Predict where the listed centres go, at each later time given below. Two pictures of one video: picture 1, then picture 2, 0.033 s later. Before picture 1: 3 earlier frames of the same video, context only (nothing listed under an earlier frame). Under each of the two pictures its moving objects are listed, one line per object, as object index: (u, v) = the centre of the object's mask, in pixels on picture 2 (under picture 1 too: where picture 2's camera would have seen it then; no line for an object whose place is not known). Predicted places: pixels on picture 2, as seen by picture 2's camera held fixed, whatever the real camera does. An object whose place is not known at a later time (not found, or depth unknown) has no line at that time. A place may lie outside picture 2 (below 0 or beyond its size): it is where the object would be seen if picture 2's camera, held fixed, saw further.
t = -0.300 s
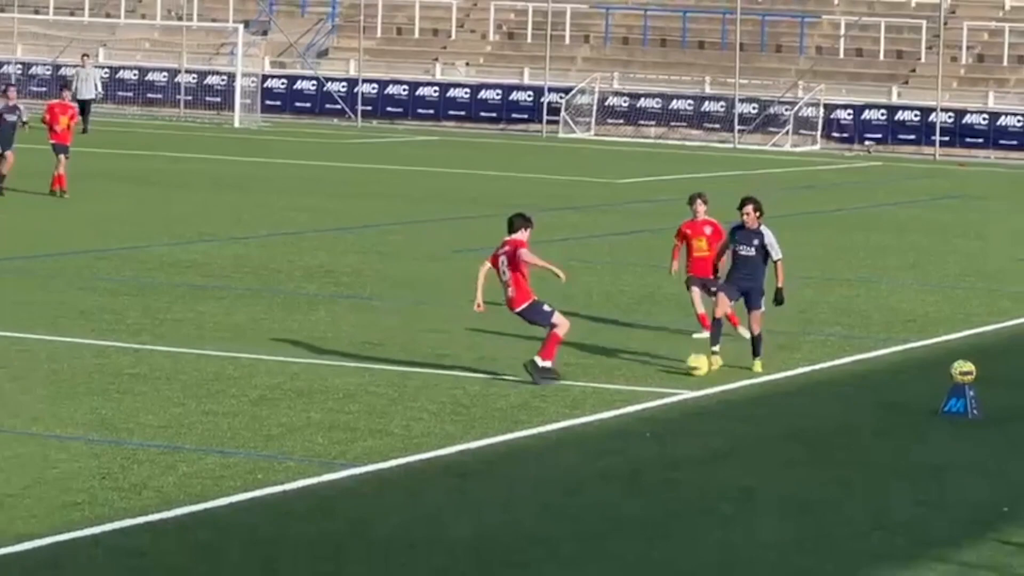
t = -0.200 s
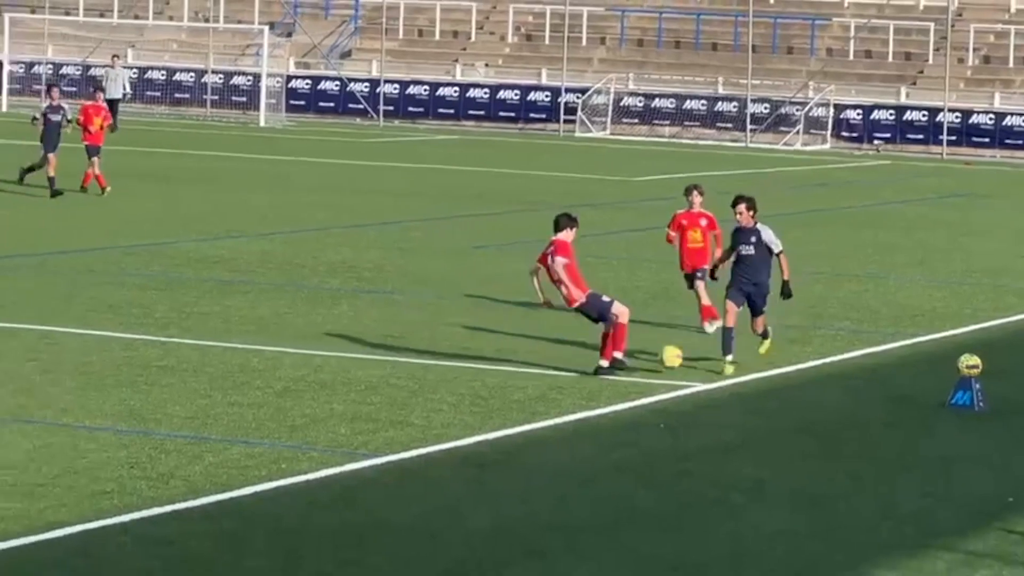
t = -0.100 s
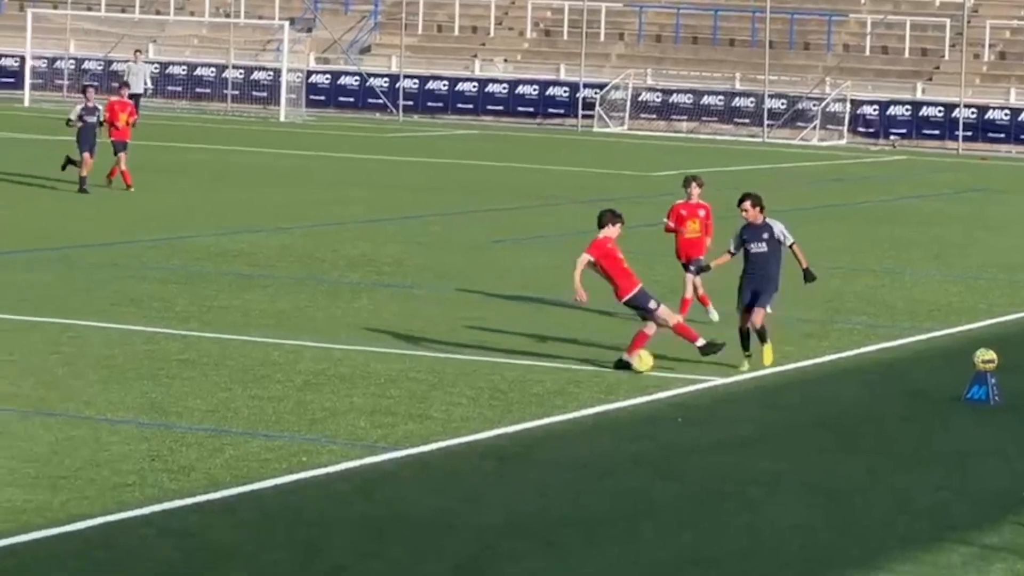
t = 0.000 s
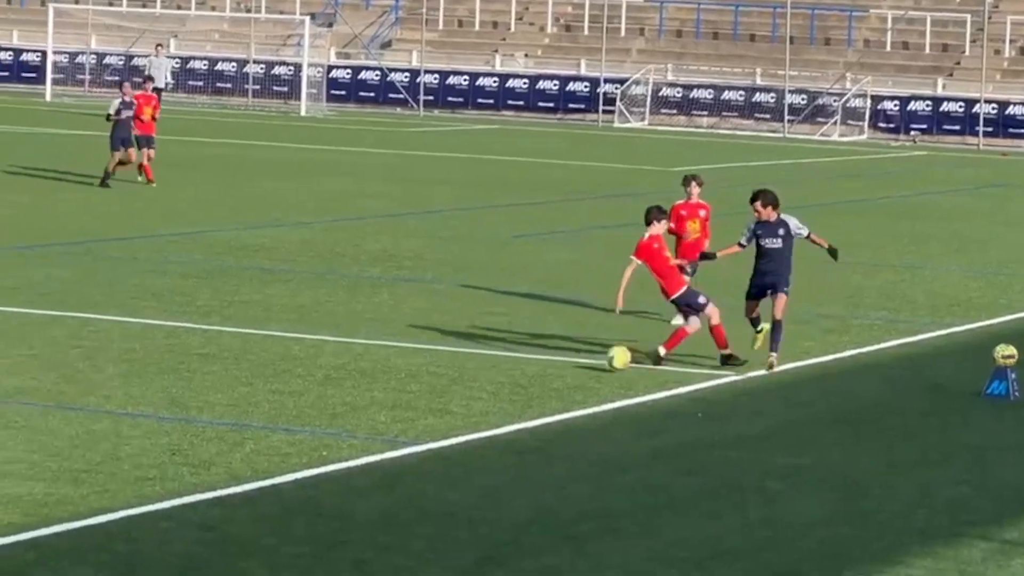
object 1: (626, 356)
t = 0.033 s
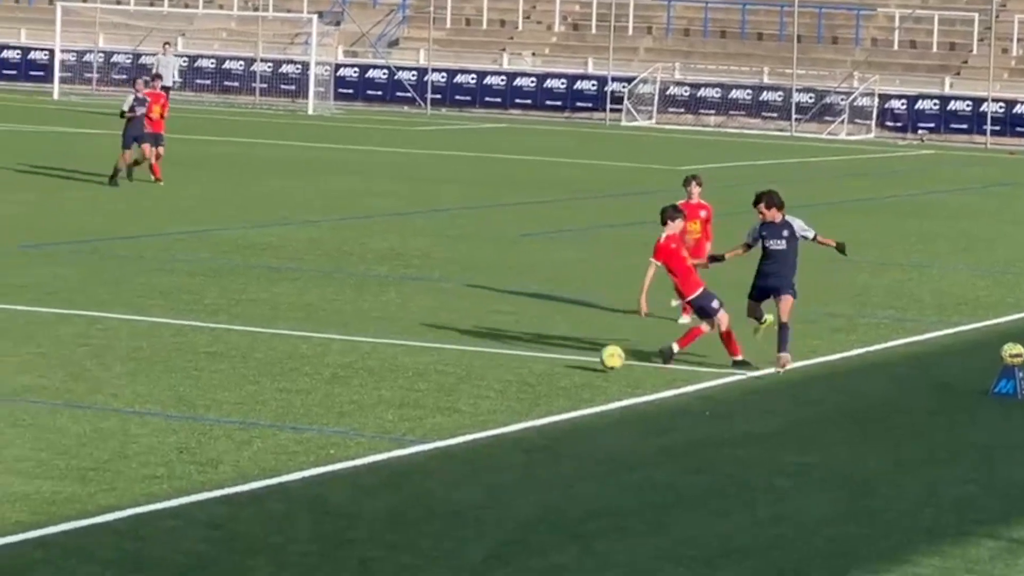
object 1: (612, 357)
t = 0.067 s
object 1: (598, 359)
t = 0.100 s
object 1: (584, 363)
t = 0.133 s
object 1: (570, 367)
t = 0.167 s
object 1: (558, 367)
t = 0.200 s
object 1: (547, 366)
